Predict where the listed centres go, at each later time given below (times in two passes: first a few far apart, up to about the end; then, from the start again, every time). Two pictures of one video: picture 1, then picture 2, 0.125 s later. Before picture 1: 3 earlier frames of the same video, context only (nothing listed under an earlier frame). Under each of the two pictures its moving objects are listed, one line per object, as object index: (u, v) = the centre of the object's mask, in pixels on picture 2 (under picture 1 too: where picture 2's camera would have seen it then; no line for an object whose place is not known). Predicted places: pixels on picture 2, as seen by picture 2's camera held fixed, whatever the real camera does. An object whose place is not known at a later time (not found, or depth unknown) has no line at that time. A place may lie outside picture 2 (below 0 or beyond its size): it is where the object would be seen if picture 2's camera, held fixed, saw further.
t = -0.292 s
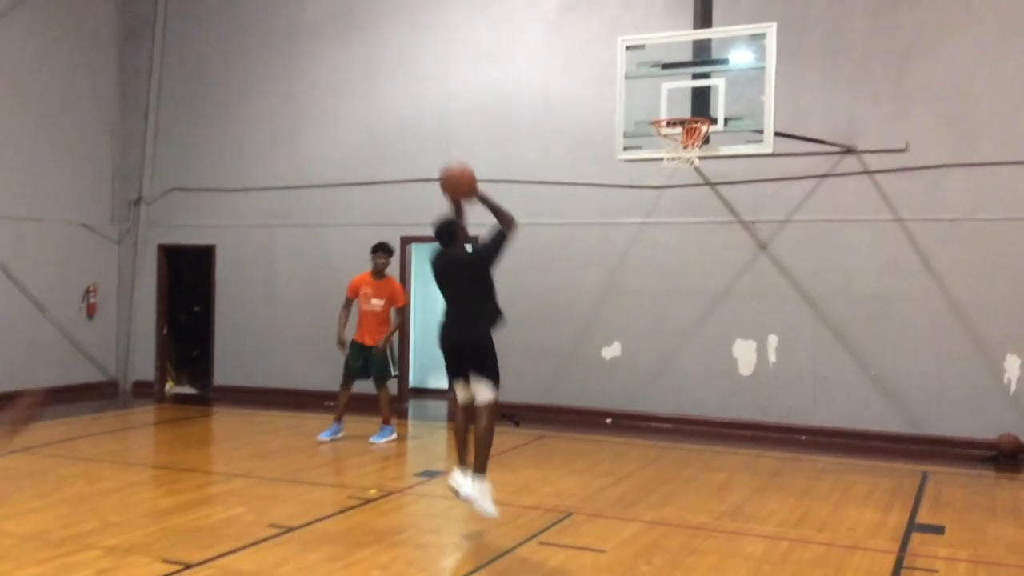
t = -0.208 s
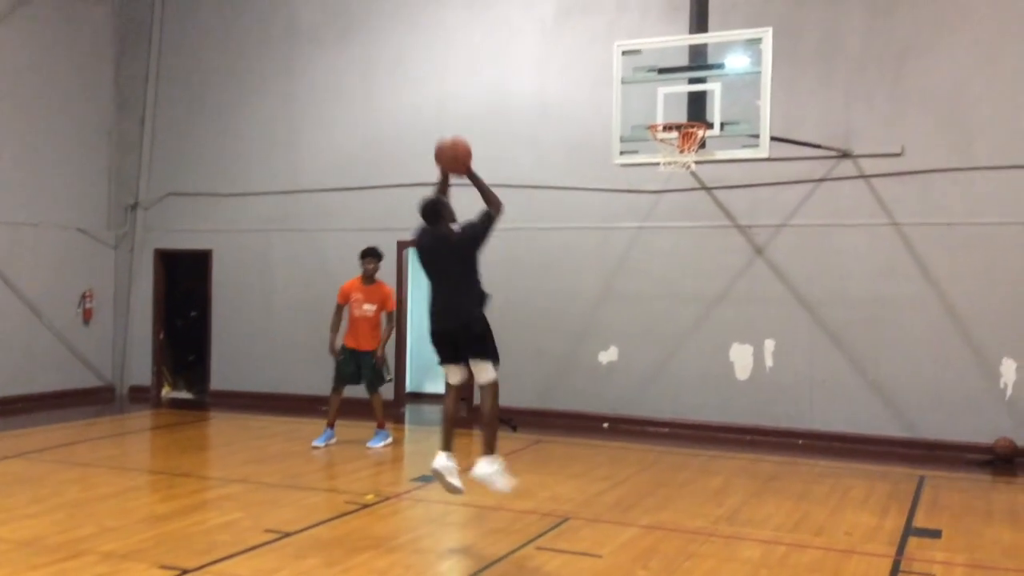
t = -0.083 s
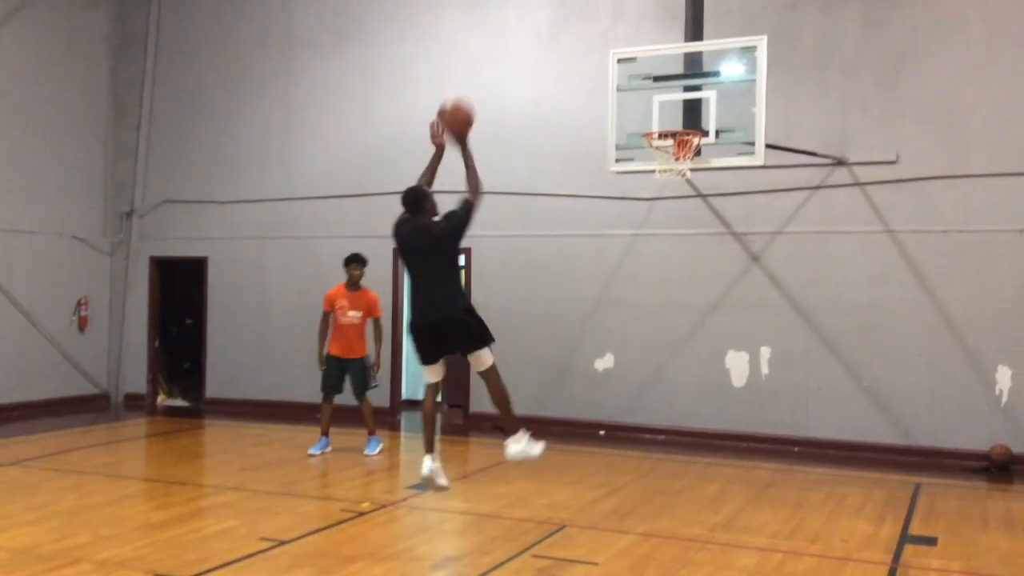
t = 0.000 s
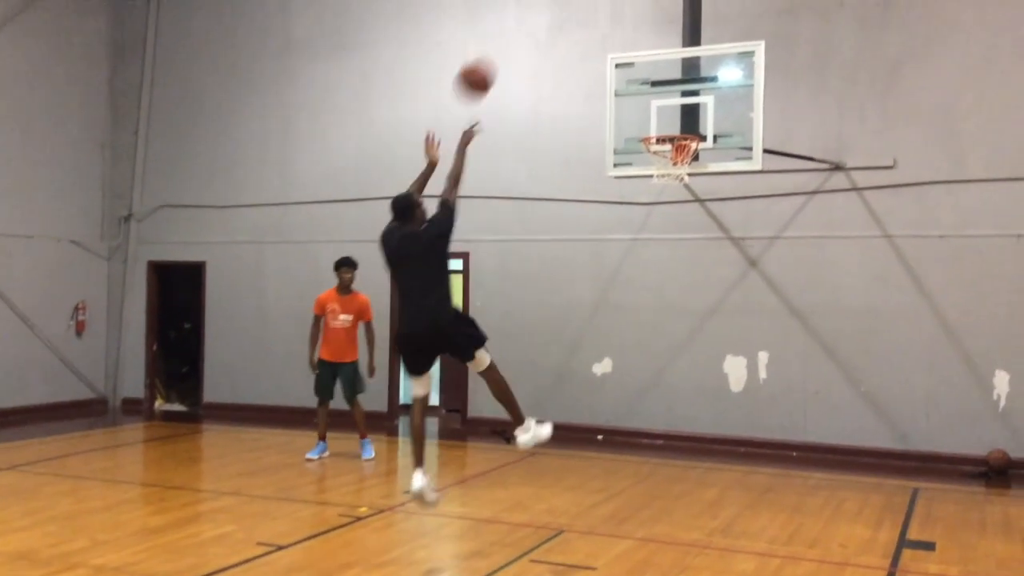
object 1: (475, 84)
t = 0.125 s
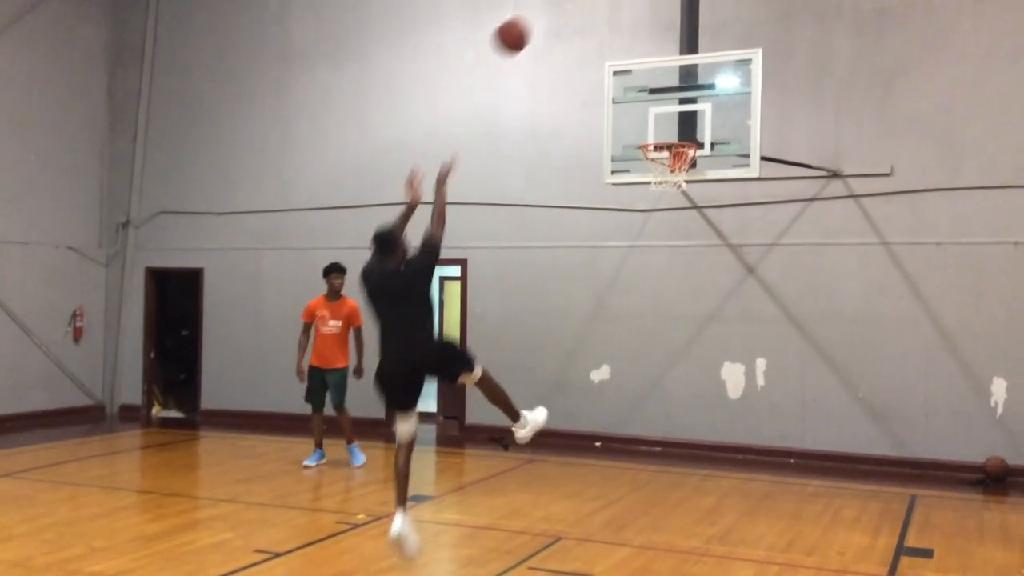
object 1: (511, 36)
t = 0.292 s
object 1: (557, 8)
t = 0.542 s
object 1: (615, 34)
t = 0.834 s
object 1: (671, 154)
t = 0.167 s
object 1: (524, 24)
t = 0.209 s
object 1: (536, 16)
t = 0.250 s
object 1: (546, 10)
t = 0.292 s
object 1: (557, 8)
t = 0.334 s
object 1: (567, 7)
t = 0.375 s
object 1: (577, 7)
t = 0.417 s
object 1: (588, 11)
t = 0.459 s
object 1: (596, 16)
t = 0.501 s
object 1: (606, 24)
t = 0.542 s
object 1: (615, 34)
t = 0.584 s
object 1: (624, 45)
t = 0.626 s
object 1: (632, 58)
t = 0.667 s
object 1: (641, 76)
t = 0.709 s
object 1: (648, 90)
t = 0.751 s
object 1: (657, 111)
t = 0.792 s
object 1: (664, 129)
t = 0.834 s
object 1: (671, 154)
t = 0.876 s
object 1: (679, 175)
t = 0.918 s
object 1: (680, 182)
